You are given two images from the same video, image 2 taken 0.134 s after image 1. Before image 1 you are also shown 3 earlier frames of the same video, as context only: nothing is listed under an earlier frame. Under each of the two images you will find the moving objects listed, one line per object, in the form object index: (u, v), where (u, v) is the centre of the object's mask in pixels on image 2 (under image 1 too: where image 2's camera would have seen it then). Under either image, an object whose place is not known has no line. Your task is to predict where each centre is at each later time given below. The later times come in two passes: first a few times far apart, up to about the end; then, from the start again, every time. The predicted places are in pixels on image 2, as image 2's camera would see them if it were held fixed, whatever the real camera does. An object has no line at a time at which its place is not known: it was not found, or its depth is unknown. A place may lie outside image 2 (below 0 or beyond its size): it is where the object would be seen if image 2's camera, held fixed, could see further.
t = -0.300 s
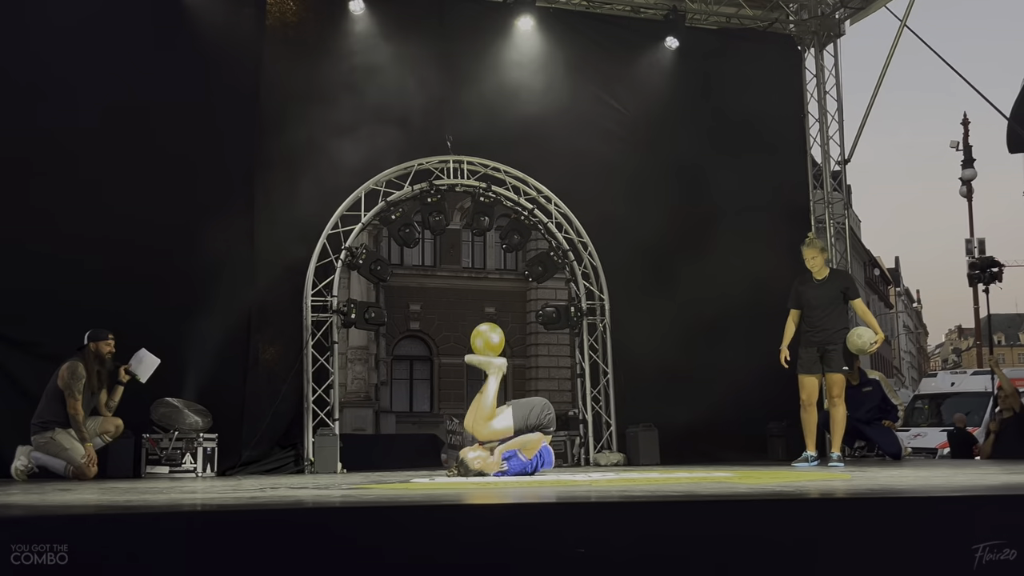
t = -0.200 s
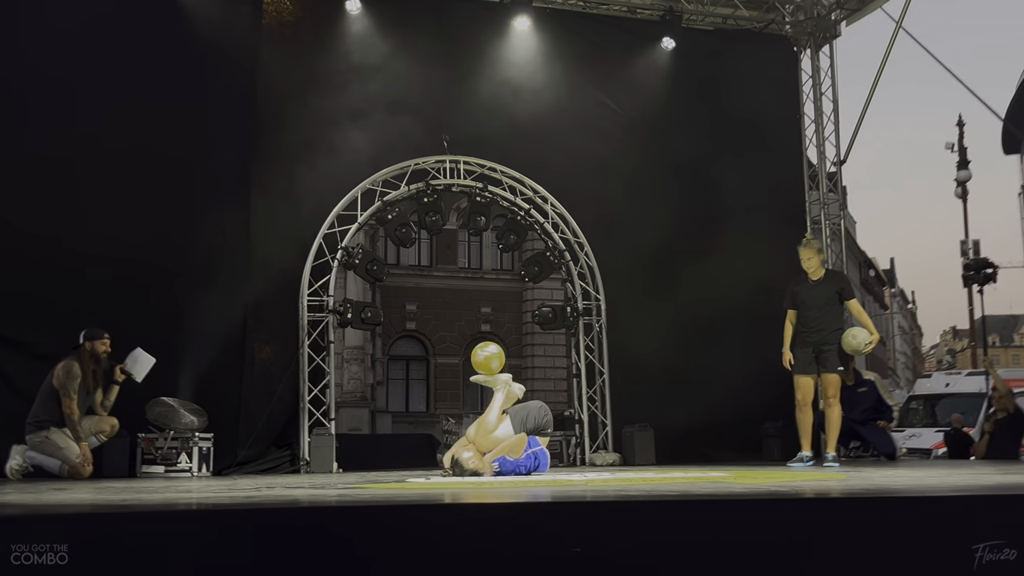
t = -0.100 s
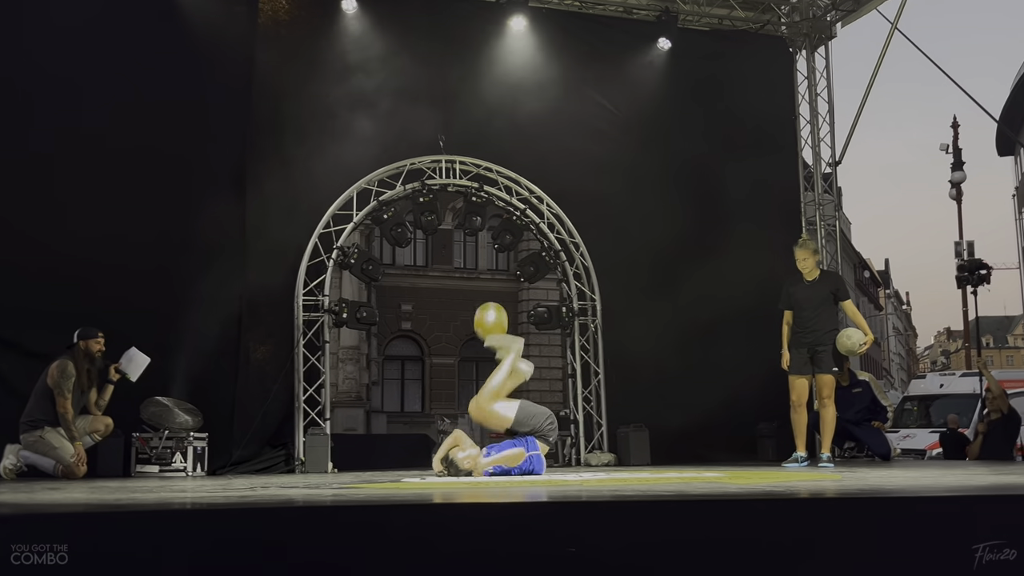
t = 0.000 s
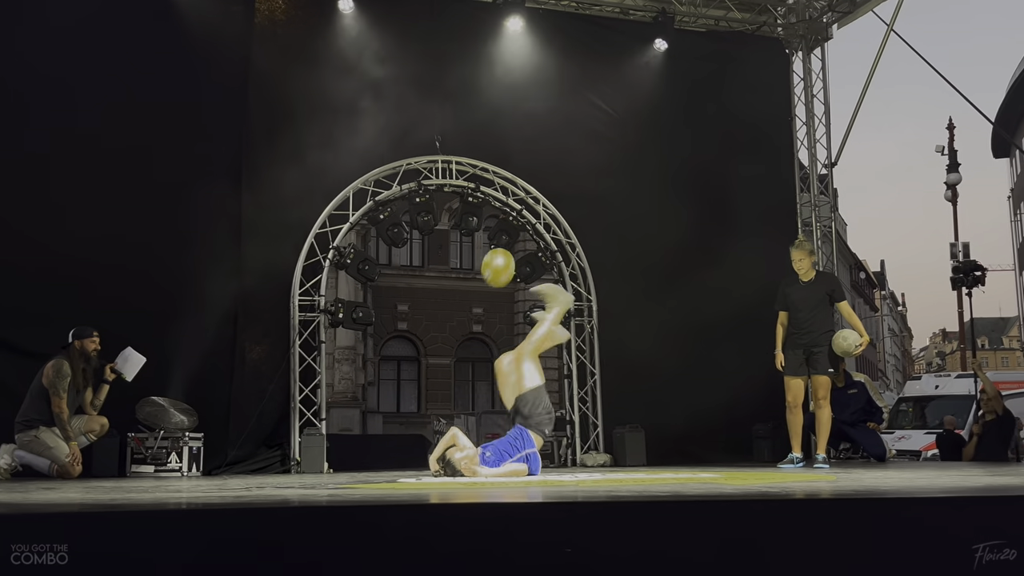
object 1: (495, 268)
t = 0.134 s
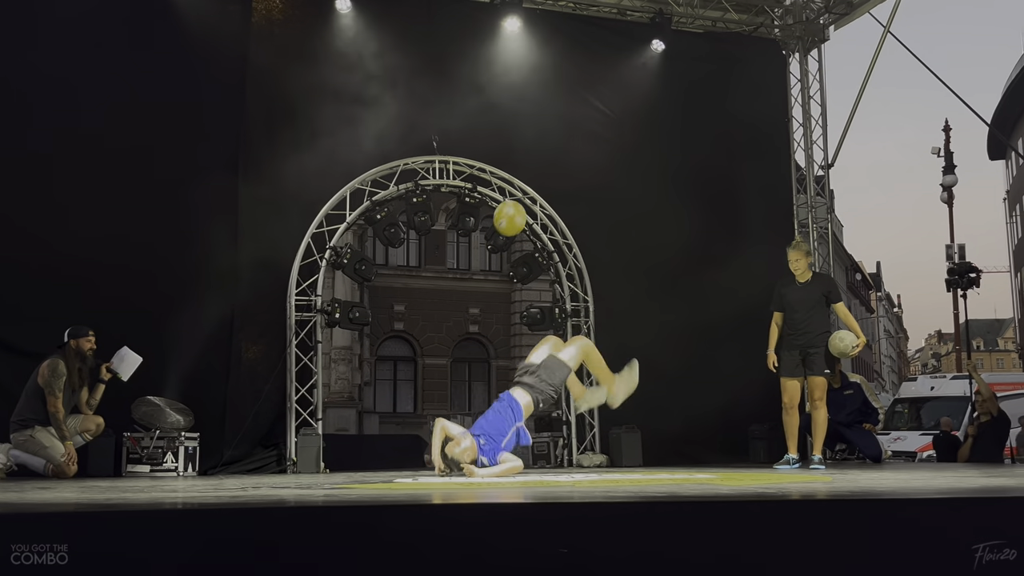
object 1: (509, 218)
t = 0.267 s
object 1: (525, 194)
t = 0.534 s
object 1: (554, 222)
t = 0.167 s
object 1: (513, 210)
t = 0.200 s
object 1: (517, 203)
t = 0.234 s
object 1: (521, 198)
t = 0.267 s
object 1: (525, 194)
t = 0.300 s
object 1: (528, 193)
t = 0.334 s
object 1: (532, 192)
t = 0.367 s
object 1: (536, 193)
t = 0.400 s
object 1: (539, 196)
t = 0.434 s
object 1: (543, 200)
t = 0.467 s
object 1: (546, 206)
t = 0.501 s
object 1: (550, 213)
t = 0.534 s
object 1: (554, 222)
